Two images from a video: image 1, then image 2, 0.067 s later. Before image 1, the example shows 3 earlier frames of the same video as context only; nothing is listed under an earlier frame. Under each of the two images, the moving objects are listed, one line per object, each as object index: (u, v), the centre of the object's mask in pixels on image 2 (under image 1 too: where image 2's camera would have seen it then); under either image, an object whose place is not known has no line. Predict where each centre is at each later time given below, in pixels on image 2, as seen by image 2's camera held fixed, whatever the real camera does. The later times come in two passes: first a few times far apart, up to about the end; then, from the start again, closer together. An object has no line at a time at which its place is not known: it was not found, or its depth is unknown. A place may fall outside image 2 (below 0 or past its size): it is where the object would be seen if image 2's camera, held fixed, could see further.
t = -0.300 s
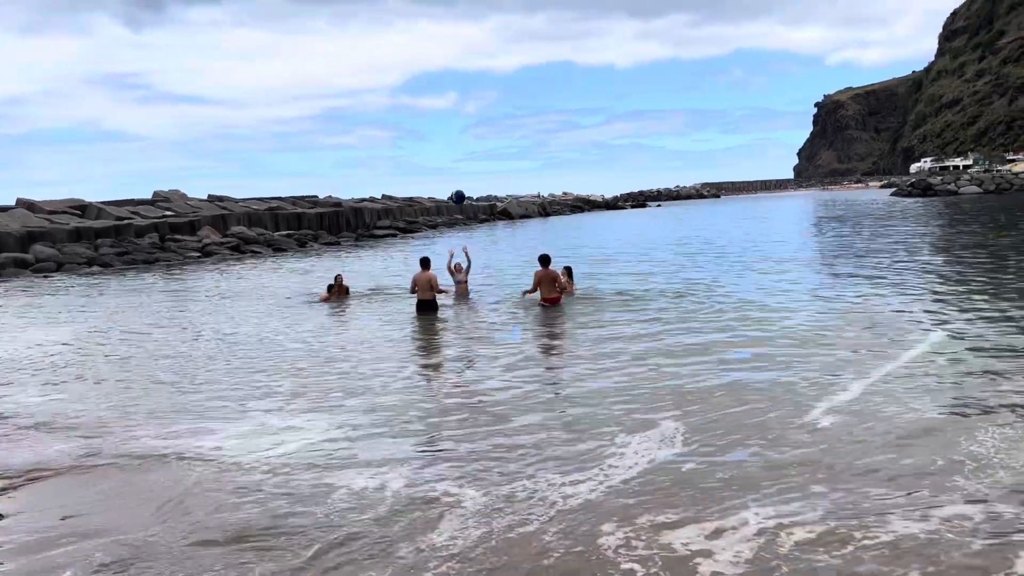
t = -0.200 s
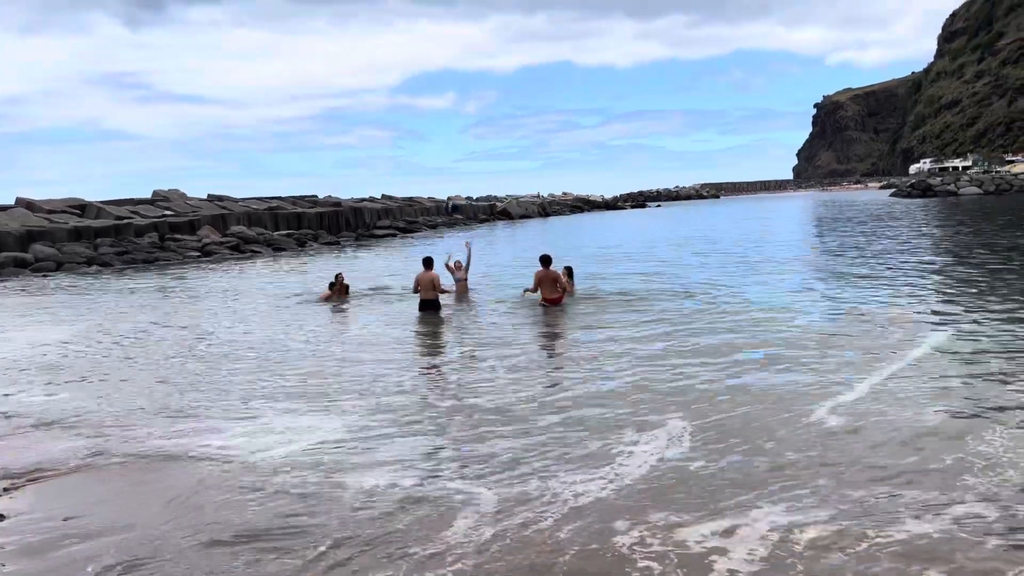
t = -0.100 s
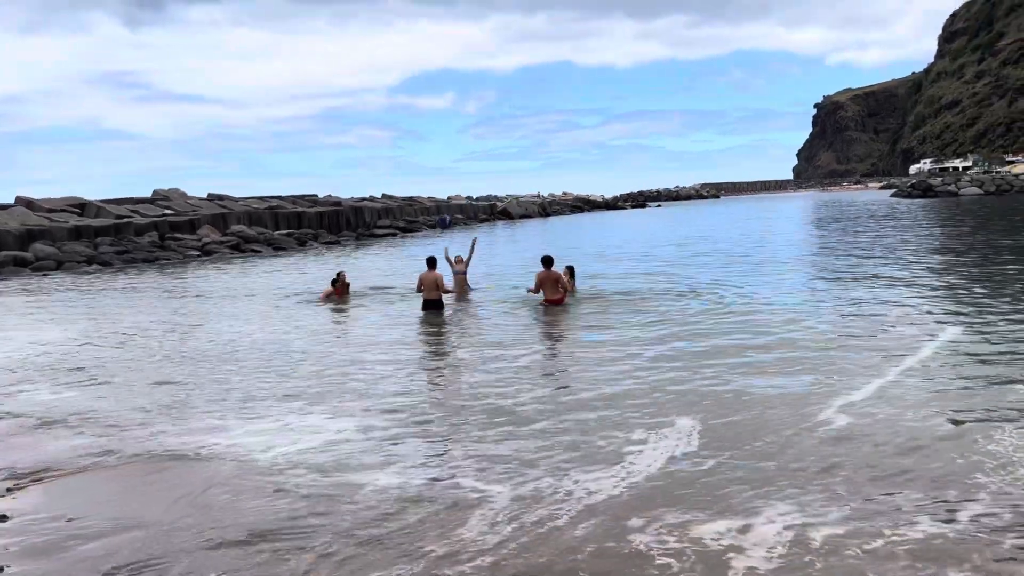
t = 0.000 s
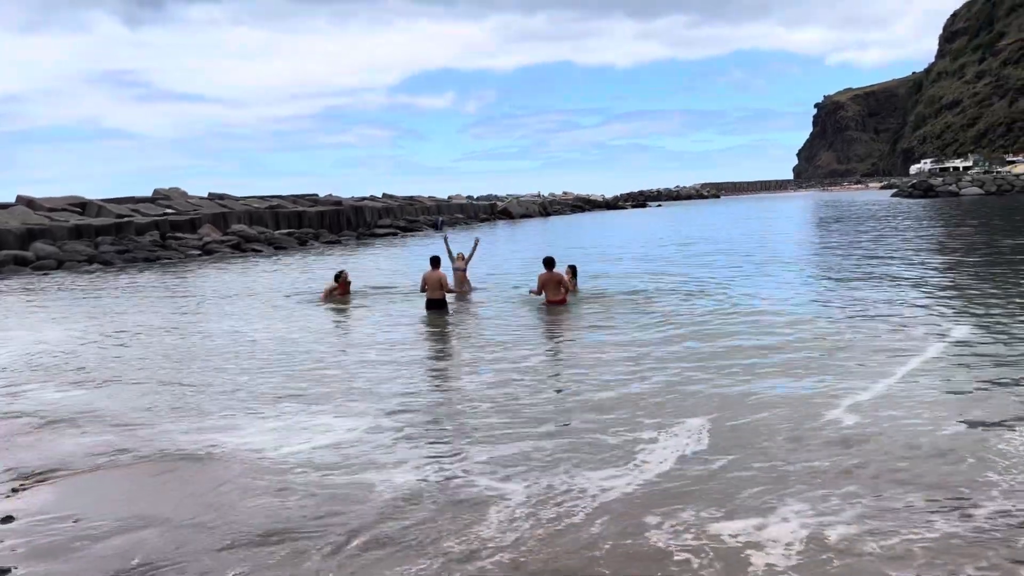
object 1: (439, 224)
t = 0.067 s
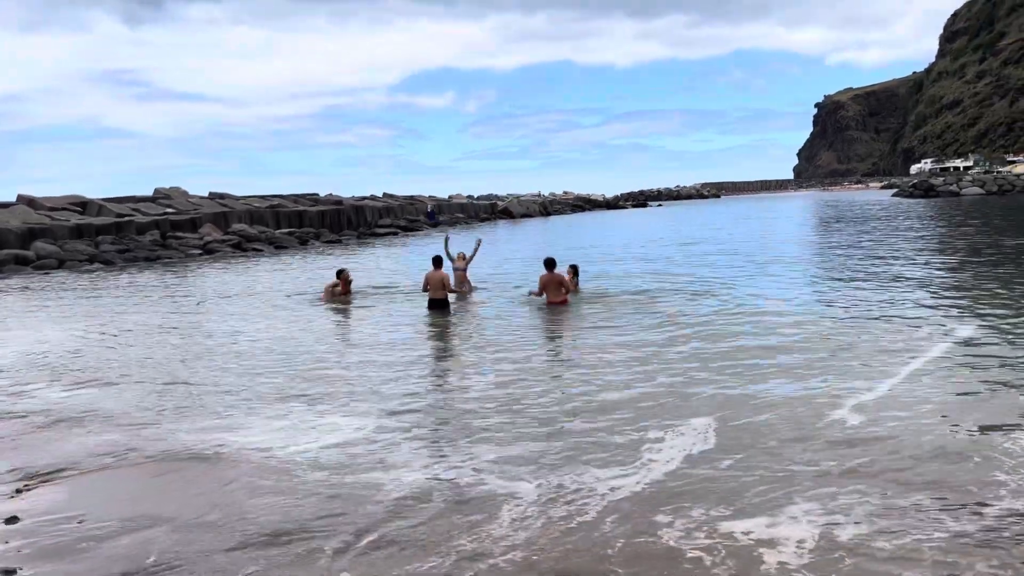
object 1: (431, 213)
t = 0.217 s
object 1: (419, 197)
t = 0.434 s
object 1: (402, 185)
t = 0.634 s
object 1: (389, 192)
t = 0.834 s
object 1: (376, 216)
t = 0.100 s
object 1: (429, 209)
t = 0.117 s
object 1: (426, 207)
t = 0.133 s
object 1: (425, 206)
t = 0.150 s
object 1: (424, 204)
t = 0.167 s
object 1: (423, 202)
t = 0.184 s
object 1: (421, 200)
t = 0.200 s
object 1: (420, 198)
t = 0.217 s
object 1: (419, 197)
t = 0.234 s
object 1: (417, 195)
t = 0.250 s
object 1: (417, 194)
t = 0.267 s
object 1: (415, 192)
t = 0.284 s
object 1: (413, 191)
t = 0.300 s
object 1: (412, 191)
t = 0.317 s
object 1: (411, 189)
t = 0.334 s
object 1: (410, 188)
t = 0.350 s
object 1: (408, 188)
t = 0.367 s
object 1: (407, 187)
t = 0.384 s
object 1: (406, 186)
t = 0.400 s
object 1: (405, 186)
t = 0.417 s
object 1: (404, 186)
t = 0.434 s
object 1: (402, 185)
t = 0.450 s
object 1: (401, 185)
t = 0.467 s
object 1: (400, 185)
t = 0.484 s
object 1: (399, 185)
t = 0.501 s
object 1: (398, 185)
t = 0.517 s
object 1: (396, 186)
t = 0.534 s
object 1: (395, 186)
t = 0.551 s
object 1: (394, 187)
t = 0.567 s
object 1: (393, 188)
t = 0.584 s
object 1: (392, 188)
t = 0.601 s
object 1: (391, 190)
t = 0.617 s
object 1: (390, 190)
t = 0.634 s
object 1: (389, 192)
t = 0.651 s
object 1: (388, 193)
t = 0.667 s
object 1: (387, 195)
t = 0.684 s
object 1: (386, 196)
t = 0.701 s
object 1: (385, 197)
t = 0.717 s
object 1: (383, 199)
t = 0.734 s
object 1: (382, 201)
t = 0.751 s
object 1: (381, 202)
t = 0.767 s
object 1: (380, 203)
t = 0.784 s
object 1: (380, 210)
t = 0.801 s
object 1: (378, 213)
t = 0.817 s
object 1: (377, 214)
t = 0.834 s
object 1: (376, 216)
